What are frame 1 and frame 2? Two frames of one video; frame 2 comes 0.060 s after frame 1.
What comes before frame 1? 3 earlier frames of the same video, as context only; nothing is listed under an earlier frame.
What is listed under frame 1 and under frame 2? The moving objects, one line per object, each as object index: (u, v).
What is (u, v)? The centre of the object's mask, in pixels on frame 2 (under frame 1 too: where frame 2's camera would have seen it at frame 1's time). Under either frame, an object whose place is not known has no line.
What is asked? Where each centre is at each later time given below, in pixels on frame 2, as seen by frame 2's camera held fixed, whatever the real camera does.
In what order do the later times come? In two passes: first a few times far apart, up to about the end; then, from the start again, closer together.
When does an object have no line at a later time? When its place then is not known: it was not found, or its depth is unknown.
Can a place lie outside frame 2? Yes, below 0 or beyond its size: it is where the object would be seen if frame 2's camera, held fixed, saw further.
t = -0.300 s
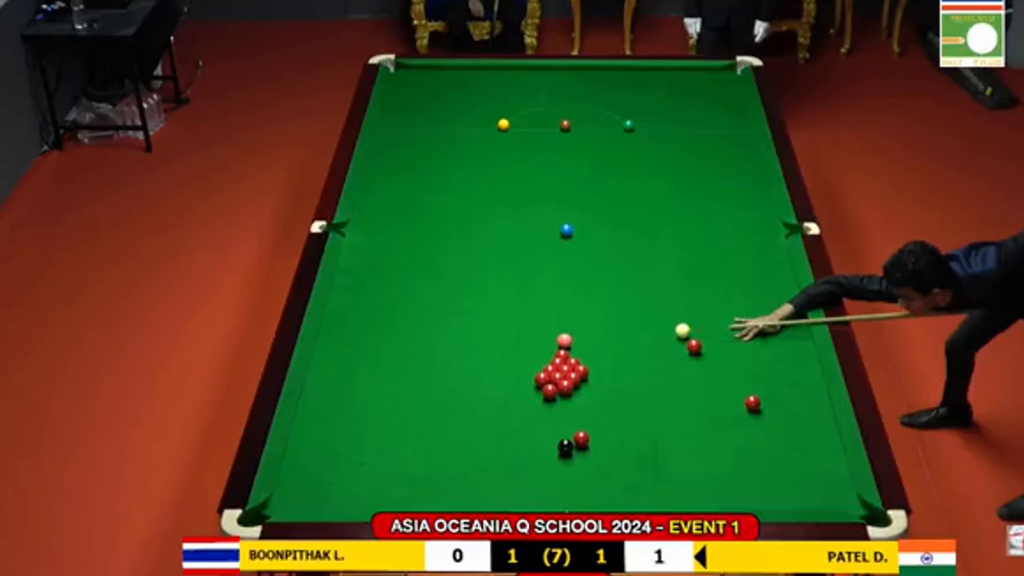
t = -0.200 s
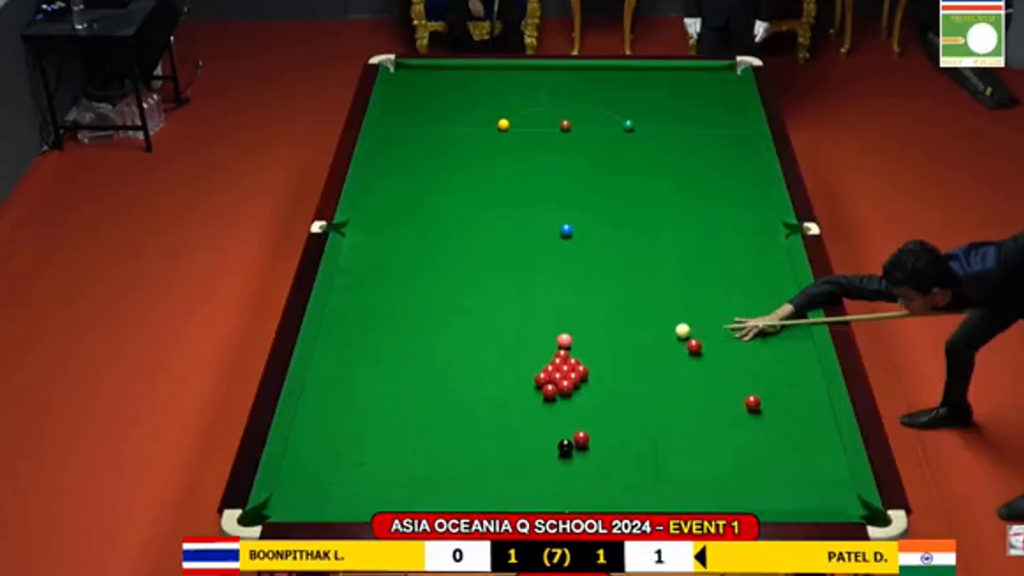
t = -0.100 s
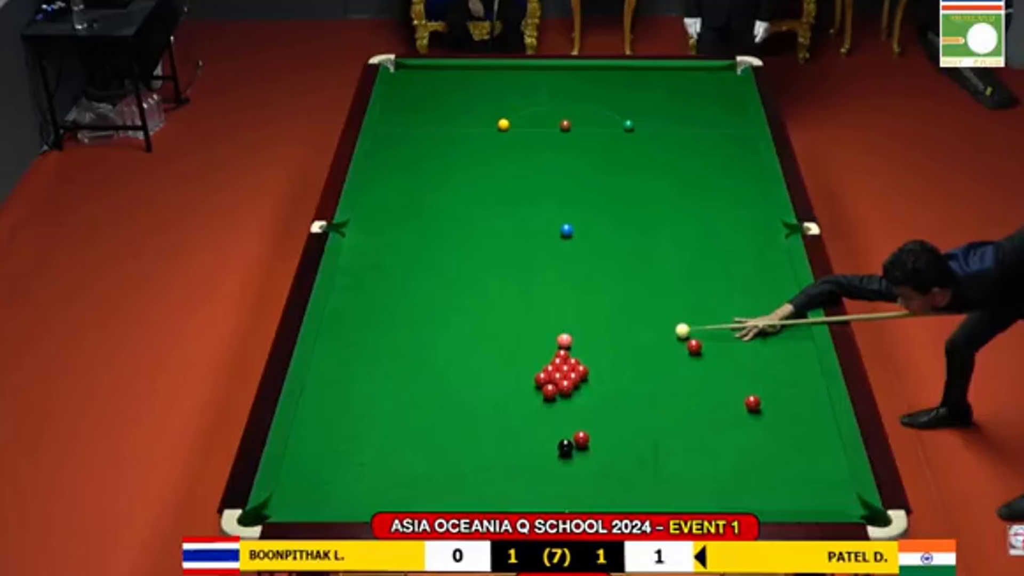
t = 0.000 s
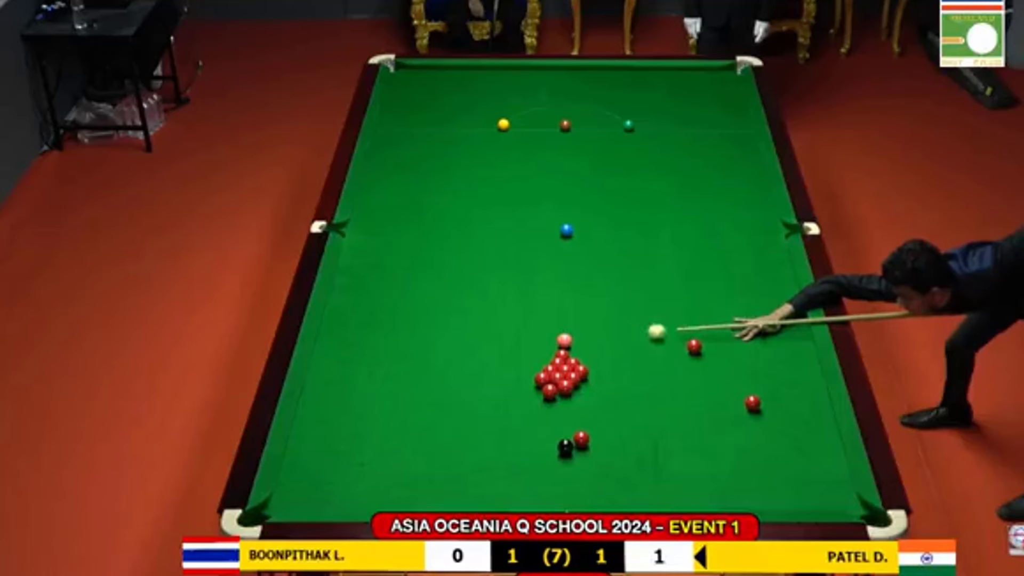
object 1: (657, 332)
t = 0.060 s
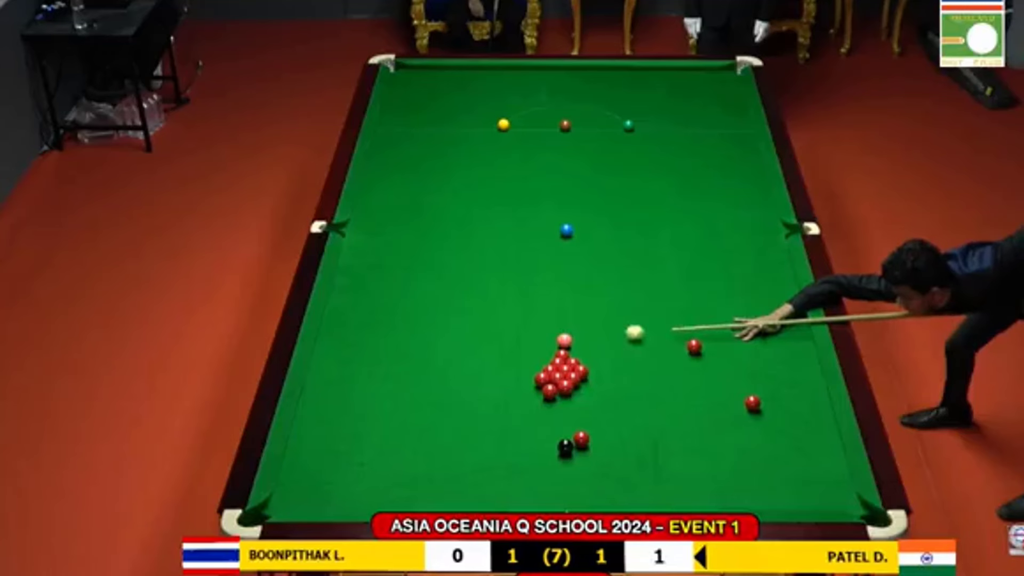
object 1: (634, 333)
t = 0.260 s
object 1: (571, 333)
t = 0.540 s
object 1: (515, 318)
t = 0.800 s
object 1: (465, 305)
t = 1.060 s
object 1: (417, 294)
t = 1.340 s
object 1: (369, 282)
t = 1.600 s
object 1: (351, 272)
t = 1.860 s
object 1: (378, 264)
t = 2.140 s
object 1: (406, 257)
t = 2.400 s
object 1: (429, 250)
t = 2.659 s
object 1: (451, 244)
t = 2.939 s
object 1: (473, 238)
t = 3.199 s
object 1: (491, 233)
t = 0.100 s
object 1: (621, 333)
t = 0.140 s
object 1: (608, 334)
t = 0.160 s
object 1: (602, 334)
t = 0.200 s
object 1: (588, 334)
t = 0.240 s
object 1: (575, 334)
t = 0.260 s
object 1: (571, 333)
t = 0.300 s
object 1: (563, 331)
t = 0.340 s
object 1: (555, 328)
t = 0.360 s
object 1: (551, 328)
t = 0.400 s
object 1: (543, 325)
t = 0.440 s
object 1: (535, 323)
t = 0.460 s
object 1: (531, 322)
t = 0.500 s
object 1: (523, 320)
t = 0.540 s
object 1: (515, 318)
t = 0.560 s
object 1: (511, 317)
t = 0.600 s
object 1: (503, 315)
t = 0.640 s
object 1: (495, 313)
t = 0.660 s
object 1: (492, 312)
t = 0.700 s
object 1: (484, 310)
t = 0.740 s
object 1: (476, 308)
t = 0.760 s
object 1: (472, 307)
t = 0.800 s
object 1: (465, 305)
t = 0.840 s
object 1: (457, 303)
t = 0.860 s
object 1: (454, 303)
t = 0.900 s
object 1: (446, 300)
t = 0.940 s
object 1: (439, 299)
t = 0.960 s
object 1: (435, 298)
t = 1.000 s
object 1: (428, 296)
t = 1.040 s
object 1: (421, 294)
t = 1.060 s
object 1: (417, 294)
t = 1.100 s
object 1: (410, 292)
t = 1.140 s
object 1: (403, 290)
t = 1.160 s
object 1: (400, 289)
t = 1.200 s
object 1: (393, 287)
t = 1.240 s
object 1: (386, 286)
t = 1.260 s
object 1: (383, 285)
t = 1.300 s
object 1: (376, 284)
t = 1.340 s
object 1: (369, 282)
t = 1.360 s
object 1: (366, 281)
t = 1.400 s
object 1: (359, 279)
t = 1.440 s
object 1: (352, 278)
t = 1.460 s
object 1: (349, 277)
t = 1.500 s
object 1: (343, 275)
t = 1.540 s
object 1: (343, 274)
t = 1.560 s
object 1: (346, 273)
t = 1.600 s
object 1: (351, 272)
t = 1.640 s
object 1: (356, 271)
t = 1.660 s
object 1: (358, 270)
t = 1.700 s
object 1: (362, 269)
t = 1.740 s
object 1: (366, 268)
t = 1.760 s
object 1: (368, 267)
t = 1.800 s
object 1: (372, 266)
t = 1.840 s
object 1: (376, 265)
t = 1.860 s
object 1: (378, 264)
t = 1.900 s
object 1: (382, 263)
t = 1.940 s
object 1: (387, 262)
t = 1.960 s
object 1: (389, 262)
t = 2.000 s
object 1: (392, 261)
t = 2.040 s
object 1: (396, 259)
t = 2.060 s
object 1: (398, 259)
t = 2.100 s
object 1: (402, 258)
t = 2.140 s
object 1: (406, 257)
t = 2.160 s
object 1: (408, 256)
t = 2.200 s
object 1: (411, 255)
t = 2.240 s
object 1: (415, 254)
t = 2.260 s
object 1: (417, 254)
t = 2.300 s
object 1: (420, 253)
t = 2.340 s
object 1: (424, 252)
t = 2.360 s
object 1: (426, 251)
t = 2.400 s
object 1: (429, 250)
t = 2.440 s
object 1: (433, 249)
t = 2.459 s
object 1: (435, 249)
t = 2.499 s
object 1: (438, 248)
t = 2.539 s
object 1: (441, 247)
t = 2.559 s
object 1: (443, 246)
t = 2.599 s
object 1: (446, 246)
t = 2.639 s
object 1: (450, 245)
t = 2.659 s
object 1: (451, 244)
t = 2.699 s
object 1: (454, 243)
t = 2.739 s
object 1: (457, 243)
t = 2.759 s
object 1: (459, 242)
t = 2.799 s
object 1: (462, 241)
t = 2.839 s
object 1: (465, 240)
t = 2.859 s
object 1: (467, 240)
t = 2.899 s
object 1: (470, 239)
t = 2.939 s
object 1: (473, 238)
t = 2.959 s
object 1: (474, 238)
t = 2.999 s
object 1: (477, 237)
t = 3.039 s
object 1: (480, 236)
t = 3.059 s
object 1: (481, 236)
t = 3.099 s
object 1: (484, 235)
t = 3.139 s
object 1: (487, 234)
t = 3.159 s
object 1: (488, 234)
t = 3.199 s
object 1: (491, 233)
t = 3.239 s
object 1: (494, 232)
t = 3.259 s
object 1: (495, 232)
